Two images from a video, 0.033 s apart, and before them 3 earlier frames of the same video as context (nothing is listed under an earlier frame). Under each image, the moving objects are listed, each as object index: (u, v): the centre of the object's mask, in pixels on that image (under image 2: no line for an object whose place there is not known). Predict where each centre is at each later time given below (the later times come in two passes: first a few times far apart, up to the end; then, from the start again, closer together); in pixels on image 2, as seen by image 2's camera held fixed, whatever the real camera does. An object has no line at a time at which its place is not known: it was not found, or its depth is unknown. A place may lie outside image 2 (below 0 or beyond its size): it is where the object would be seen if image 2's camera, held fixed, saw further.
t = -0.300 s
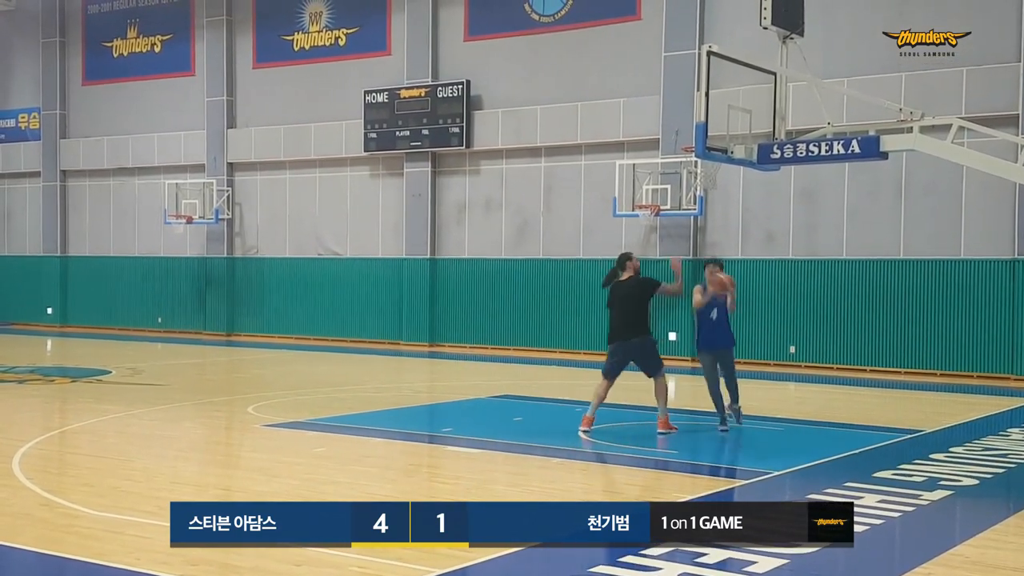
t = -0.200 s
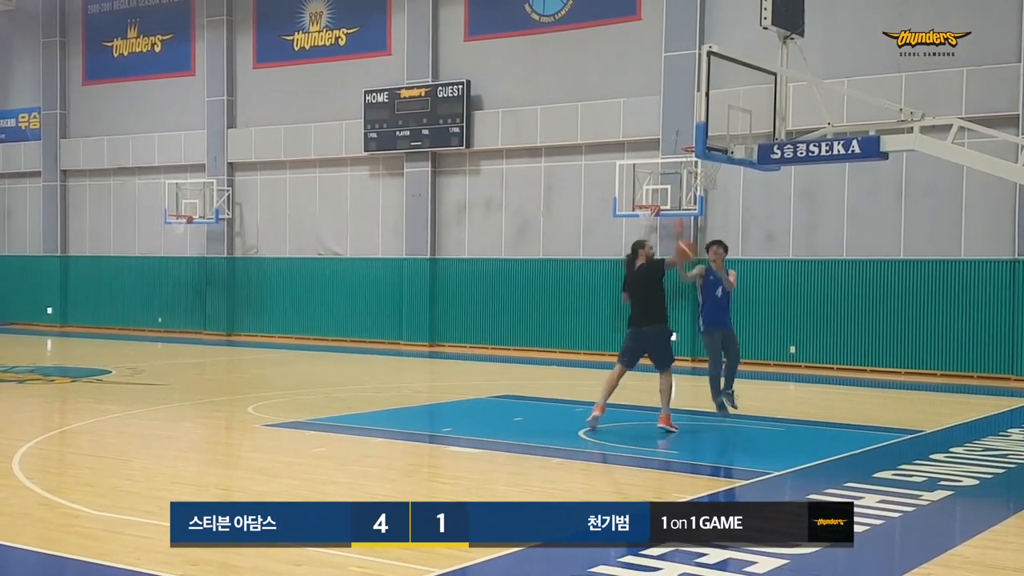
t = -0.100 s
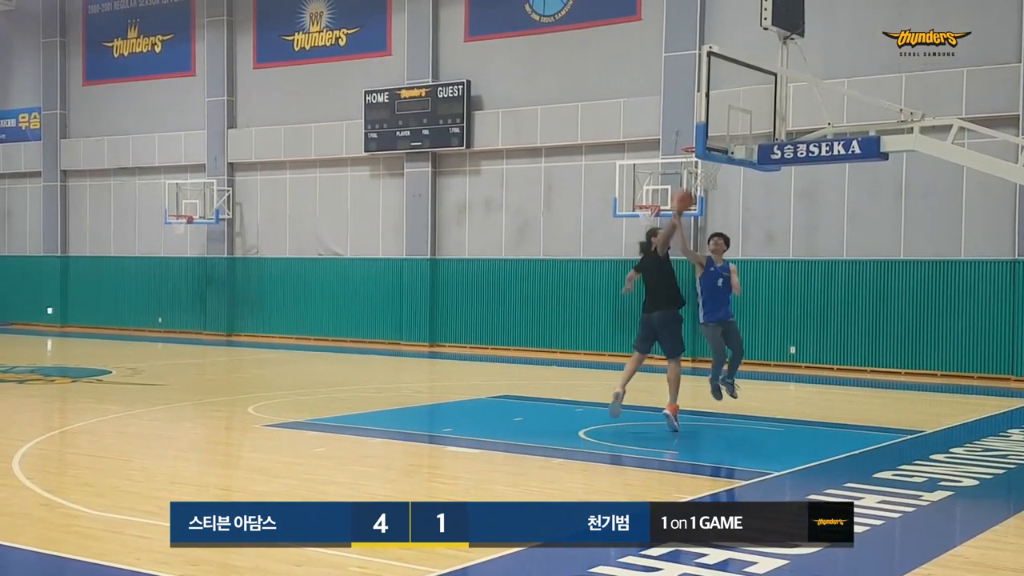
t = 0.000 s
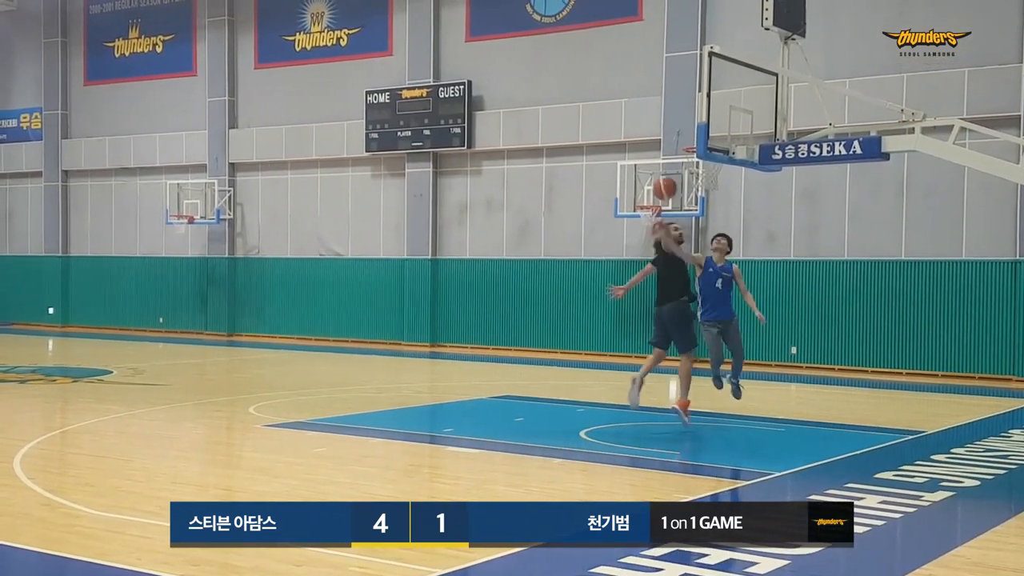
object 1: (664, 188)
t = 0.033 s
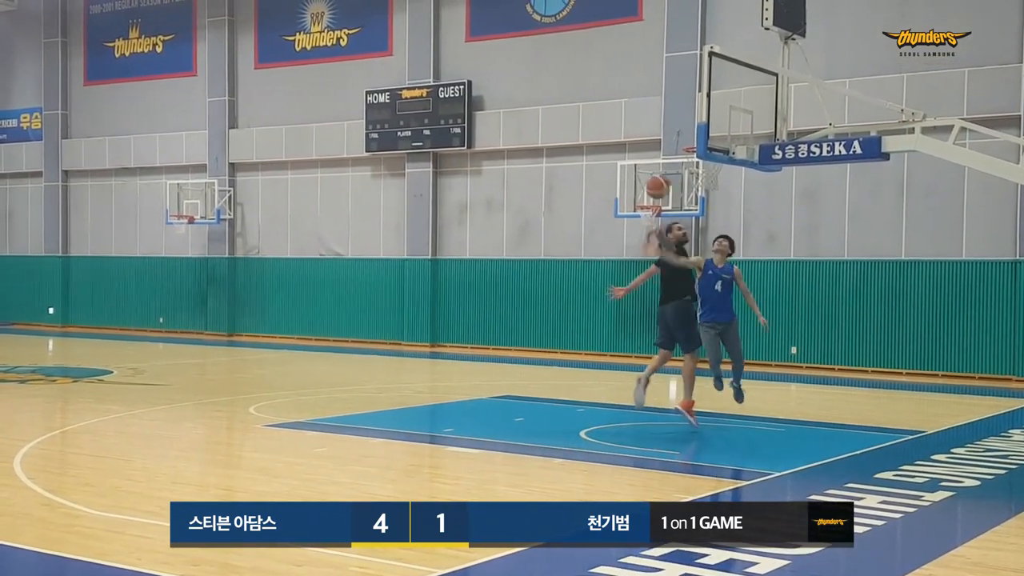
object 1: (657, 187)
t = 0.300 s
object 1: (592, 216)
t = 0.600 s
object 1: (492, 378)
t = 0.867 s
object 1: (393, 443)
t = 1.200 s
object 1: (284, 297)
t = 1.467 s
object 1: (173, 313)
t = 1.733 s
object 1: (35, 487)
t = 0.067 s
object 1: (650, 187)
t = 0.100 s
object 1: (643, 187)
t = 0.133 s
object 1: (635, 189)
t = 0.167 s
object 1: (627, 192)
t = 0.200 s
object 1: (618, 195)
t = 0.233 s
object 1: (610, 201)
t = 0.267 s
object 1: (601, 209)
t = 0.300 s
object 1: (592, 216)
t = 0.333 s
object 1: (583, 227)
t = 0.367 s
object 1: (574, 238)
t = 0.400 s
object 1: (562, 252)
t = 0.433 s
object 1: (552, 268)
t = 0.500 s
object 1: (530, 304)
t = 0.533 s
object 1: (519, 326)
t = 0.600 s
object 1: (492, 378)
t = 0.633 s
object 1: (480, 410)
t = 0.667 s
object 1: (466, 440)
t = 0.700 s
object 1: (451, 478)
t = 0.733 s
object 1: (433, 501)
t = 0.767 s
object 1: (423, 503)
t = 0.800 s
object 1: (413, 490)
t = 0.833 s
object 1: (404, 466)
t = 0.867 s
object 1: (393, 443)
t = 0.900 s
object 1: (385, 424)
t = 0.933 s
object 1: (373, 402)
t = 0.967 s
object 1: (363, 384)
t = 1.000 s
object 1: (352, 365)
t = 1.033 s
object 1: (341, 349)
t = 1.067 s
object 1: (331, 333)
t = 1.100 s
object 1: (321, 322)
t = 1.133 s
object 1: (308, 313)
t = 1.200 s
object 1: (284, 297)
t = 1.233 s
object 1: (272, 290)
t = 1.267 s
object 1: (259, 287)
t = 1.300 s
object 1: (245, 286)
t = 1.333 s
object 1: (231, 286)
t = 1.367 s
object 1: (218, 289)
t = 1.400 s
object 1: (204, 293)
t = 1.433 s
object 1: (189, 301)
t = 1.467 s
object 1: (173, 313)
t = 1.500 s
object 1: (157, 323)
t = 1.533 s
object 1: (142, 336)
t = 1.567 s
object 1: (125, 354)
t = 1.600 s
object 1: (105, 379)
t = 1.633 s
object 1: (88, 400)
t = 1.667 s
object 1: (71, 427)
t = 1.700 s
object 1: (53, 456)
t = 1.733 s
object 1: (35, 487)
